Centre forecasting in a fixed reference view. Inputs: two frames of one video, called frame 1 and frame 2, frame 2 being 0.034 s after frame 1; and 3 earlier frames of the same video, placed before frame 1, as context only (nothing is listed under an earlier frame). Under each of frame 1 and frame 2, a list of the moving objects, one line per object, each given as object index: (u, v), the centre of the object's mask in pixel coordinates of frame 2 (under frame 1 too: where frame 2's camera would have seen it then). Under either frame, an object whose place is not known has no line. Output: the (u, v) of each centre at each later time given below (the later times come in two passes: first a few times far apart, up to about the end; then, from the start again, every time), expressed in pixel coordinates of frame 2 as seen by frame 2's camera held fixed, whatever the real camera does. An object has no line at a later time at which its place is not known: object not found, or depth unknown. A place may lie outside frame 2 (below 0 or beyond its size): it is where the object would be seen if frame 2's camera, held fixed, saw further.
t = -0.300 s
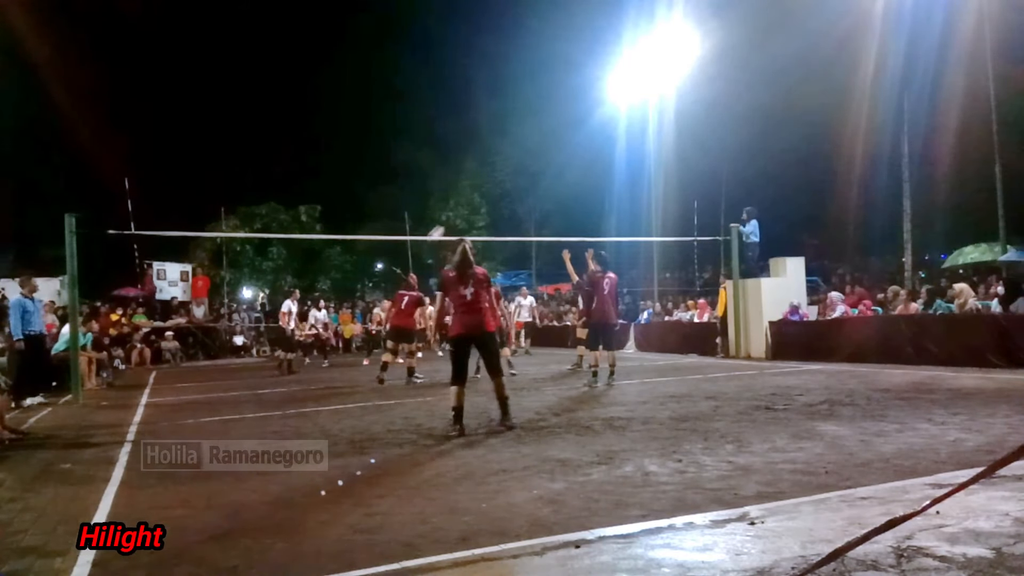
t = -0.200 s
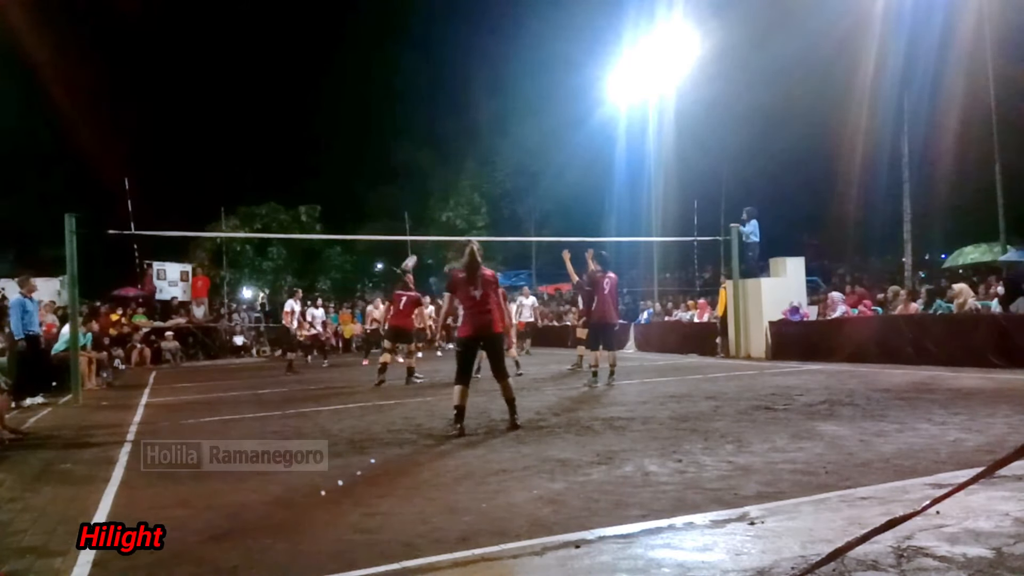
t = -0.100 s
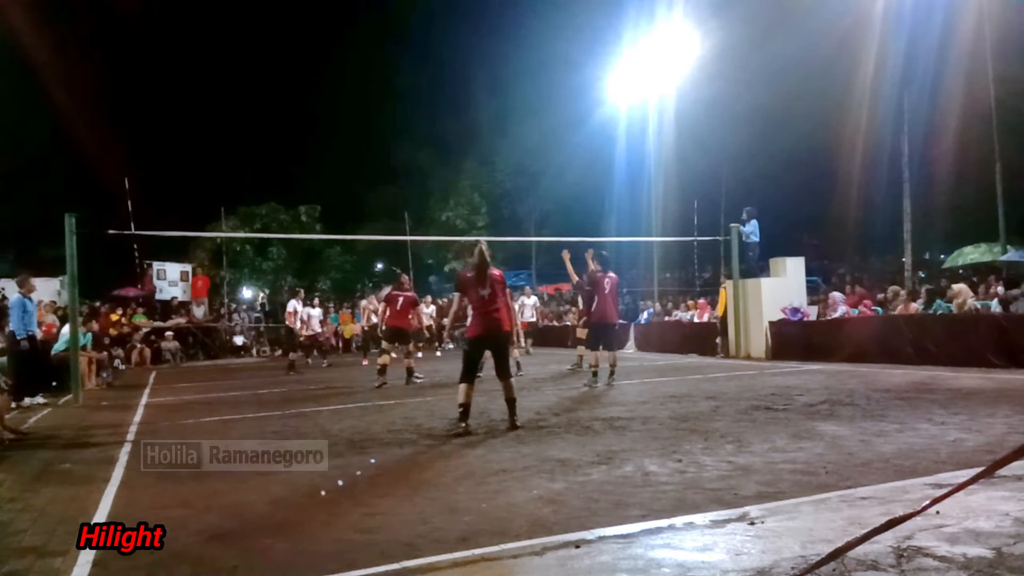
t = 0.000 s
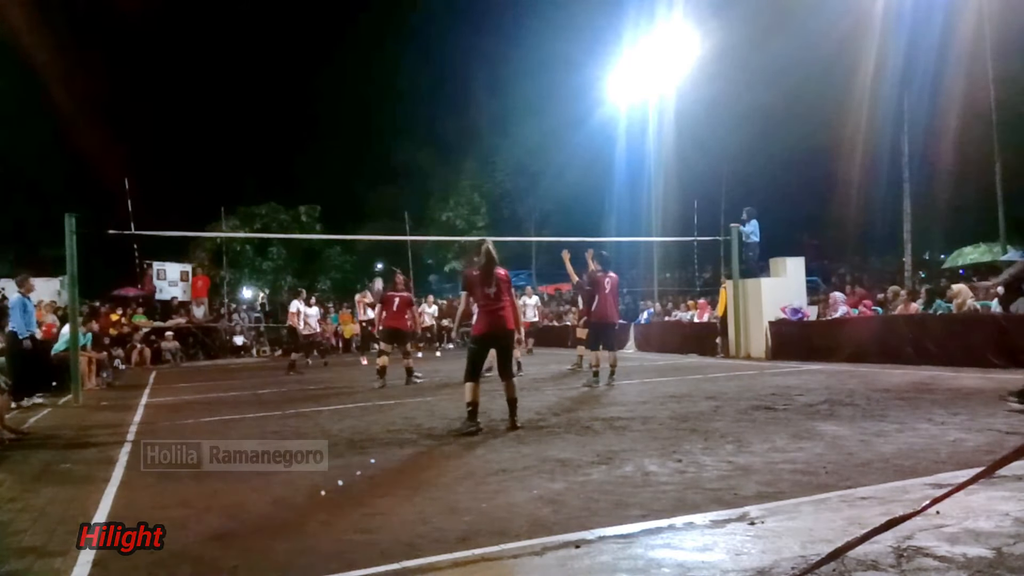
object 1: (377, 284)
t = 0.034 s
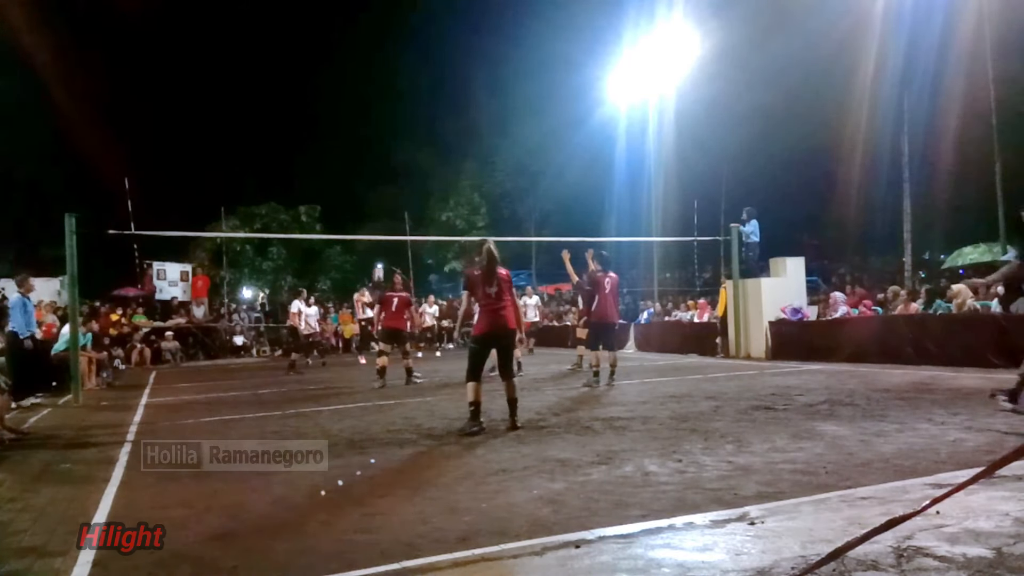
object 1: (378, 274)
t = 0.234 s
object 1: (383, 218)
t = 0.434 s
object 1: (389, 178)
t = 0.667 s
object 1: (397, 154)
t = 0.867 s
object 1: (406, 156)
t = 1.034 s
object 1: (413, 175)
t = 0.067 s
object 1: (379, 263)
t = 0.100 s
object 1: (380, 253)
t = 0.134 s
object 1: (380, 245)
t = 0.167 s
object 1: (381, 234)
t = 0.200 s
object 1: (382, 226)
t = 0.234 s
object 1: (383, 218)
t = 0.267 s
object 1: (384, 210)
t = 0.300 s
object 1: (385, 202)
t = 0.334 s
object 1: (386, 195)
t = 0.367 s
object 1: (387, 189)
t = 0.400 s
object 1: (389, 183)
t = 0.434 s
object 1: (389, 178)
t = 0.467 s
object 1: (391, 173)
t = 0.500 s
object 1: (392, 168)
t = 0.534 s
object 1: (392, 165)
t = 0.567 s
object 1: (394, 162)
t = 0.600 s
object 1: (395, 159)
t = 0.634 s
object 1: (396, 156)
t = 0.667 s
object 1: (397, 154)
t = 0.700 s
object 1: (399, 153)
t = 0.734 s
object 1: (400, 152)
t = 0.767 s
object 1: (401, 152)
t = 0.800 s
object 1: (402, 153)
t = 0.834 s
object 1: (404, 154)
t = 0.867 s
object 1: (406, 156)
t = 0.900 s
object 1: (407, 159)
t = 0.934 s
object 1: (408, 162)
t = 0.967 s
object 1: (410, 166)
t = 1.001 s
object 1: (412, 170)
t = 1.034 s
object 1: (413, 175)
